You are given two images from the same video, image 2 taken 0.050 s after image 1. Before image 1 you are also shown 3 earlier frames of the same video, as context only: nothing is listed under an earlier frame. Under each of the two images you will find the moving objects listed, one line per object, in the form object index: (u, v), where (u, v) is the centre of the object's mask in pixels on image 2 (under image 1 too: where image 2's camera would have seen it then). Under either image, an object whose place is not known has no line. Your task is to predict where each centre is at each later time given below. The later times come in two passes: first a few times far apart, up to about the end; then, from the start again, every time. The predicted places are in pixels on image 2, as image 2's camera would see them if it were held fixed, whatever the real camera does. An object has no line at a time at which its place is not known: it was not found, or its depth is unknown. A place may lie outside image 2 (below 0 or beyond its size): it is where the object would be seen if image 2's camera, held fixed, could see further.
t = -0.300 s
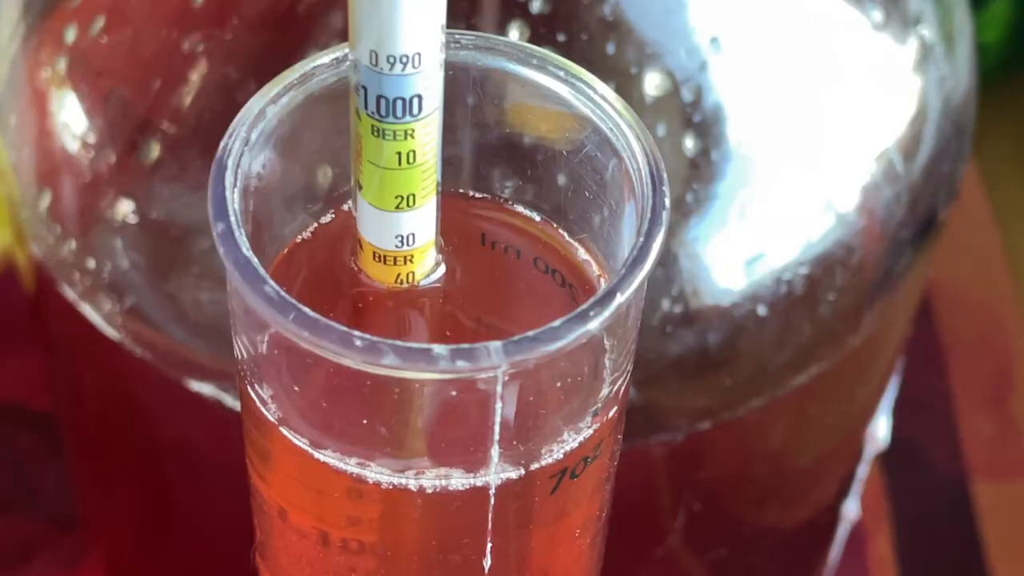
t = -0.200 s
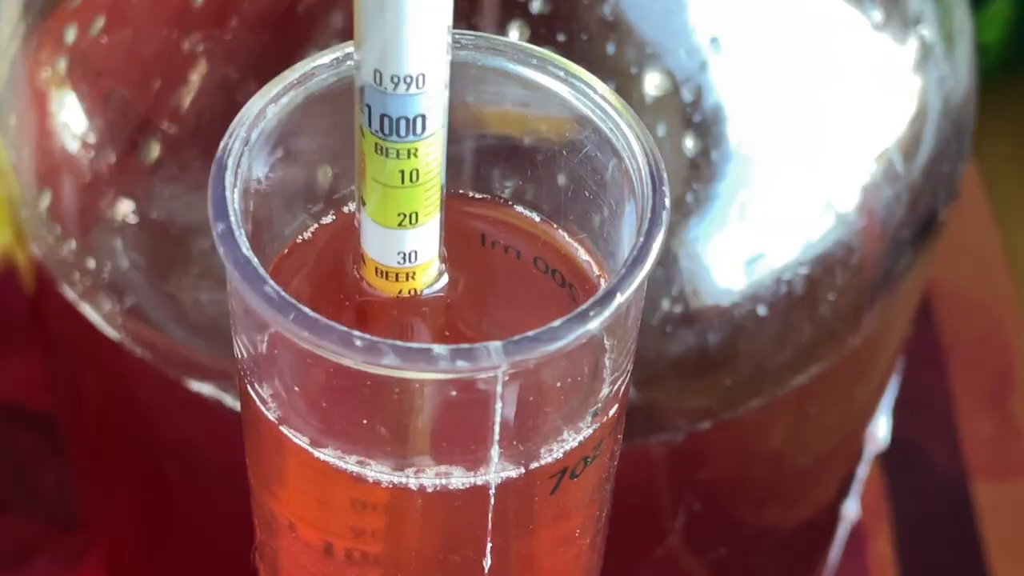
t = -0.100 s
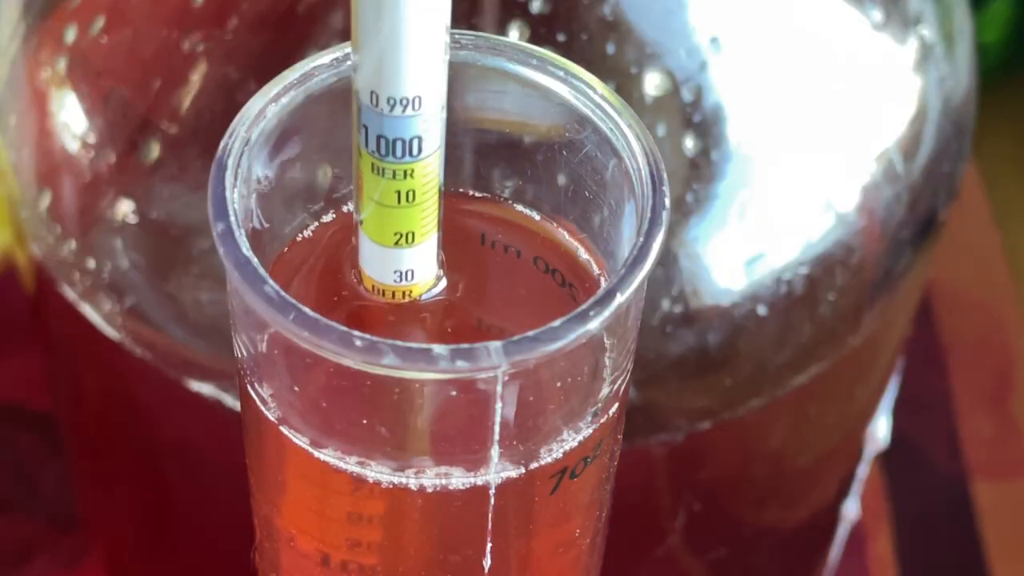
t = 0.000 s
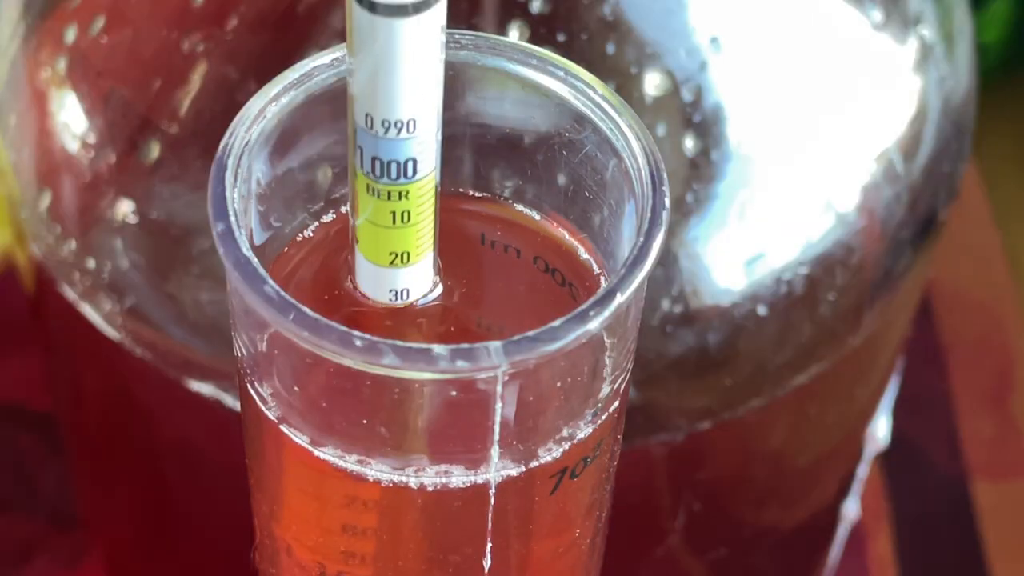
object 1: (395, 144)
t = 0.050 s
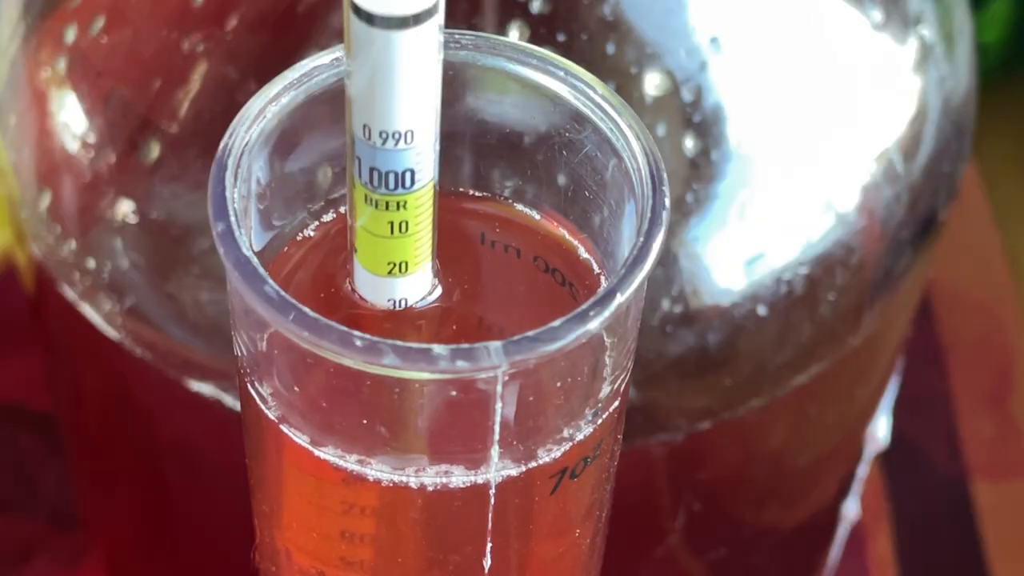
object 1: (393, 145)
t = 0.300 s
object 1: (391, 149)
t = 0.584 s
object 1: (405, 151)
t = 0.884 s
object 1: (417, 151)
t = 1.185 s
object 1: (412, 152)
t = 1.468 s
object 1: (399, 153)
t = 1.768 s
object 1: (395, 154)
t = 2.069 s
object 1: (401, 153)
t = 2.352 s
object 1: (403, 154)
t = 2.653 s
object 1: (402, 156)
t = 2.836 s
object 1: (400, 157)
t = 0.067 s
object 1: (392, 145)
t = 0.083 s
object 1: (392, 146)
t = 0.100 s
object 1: (391, 146)
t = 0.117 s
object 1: (391, 146)
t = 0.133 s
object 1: (391, 147)
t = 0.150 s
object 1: (391, 147)
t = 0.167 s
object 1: (390, 147)
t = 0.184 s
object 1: (390, 148)
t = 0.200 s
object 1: (390, 148)
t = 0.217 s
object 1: (390, 148)
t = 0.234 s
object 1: (390, 148)
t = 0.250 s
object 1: (390, 149)
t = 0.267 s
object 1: (391, 149)
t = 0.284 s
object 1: (391, 149)
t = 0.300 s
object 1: (391, 149)
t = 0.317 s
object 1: (392, 150)
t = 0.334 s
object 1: (392, 150)
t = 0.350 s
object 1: (393, 150)
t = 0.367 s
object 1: (393, 150)
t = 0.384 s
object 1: (394, 151)
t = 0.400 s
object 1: (395, 151)
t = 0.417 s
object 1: (395, 151)
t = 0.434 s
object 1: (396, 151)
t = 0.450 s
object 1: (397, 151)
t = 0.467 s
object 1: (398, 151)
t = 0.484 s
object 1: (399, 151)
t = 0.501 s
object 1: (400, 151)
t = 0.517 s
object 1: (401, 151)
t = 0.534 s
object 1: (402, 152)
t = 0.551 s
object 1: (403, 152)
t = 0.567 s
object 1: (404, 151)
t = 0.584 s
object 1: (405, 151)
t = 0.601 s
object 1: (406, 151)
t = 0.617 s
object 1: (407, 151)
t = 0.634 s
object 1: (407, 151)
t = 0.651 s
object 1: (408, 151)
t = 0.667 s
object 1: (409, 151)
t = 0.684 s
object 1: (410, 151)
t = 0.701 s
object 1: (411, 151)
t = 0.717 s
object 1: (412, 151)
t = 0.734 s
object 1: (412, 151)
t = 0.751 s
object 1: (413, 151)
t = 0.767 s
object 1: (414, 151)
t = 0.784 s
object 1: (415, 151)
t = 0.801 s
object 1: (415, 151)
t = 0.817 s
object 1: (415, 150)
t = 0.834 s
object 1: (416, 150)
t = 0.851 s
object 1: (416, 150)
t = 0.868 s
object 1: (417, 150)
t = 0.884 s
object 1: (417, 151)
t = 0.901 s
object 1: (417, 151)
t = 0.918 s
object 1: (417, 150)
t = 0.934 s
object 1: (417, 151)
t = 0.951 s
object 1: (417, 150)
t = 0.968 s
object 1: (417, 150)
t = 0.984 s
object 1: (417, 150)
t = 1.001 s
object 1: (417, 150)
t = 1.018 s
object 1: (417, 150)
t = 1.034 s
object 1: (416, 150)
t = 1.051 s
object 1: (416, 151)
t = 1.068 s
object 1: (416, 151)
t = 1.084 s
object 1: (415, 151)
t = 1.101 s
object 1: (415, 151)
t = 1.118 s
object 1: (414, 151)
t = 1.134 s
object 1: (414, 151)
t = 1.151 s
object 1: (413, 151)
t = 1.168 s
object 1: (412, 152)
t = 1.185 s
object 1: (412, 152)
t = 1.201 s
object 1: (411, 152)
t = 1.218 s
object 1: (410, 152)
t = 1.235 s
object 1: (409, 152)
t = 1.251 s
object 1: (409, 152)
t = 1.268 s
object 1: (408, 152)
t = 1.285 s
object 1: (407, 153)
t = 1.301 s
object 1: (406, 153)
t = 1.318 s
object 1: (405, 153)
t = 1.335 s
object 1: (405, 153)
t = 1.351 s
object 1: (404, 153)
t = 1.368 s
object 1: (403, 153)
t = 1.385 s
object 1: (402, 154)
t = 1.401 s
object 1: (402, 154)
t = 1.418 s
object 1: (401, 153)
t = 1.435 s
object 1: (400, 153)
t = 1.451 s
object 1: (400, 153)
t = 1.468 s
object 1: (399, 153)
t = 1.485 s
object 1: (399, 153)
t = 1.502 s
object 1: (398, 153)
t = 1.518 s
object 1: (398, 154)
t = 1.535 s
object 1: (397, 153)
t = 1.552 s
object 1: (397, 154)
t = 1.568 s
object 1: (396, 154)
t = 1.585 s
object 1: (396, 154)
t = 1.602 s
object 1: (396, 154)
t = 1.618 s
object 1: (395, 154)
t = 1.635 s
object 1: (395, 154)
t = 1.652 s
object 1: (395, 154)
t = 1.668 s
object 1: (395, 154)
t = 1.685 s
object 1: (395, 154)
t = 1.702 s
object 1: (395, 154)
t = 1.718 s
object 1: (395, 154)
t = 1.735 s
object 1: (395, 154)
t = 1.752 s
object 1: (395, 154)
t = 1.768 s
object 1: (395, 154)
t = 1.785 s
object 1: (396, 154)
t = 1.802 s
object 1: (396, 154)
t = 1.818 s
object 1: (396, 154)
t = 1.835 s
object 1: (396, 153)
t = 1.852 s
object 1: (397, 153)
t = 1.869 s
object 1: (397, 153)
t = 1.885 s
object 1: (397, 153)
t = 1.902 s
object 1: (398, 153)
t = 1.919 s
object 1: (398, 153)
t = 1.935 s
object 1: (398, 154)
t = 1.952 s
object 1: (399, 154)
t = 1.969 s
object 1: (399, 154)
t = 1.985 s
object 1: (399, 154)
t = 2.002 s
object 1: (400, 154)
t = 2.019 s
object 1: (400, 154)
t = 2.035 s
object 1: (400, 153)
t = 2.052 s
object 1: (400, 154)
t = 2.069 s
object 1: (401, 153)
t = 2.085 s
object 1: (401, 153)
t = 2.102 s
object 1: (401, 154)
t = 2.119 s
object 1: (402, 153)
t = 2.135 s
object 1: (402, 154)
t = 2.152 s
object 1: (402, 153)
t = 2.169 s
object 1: (402, 154)
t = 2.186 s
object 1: (402, 154)
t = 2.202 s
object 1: (403, 153)
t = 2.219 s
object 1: (402, 154)
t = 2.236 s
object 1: (403, 154)
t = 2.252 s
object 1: (403, 154)
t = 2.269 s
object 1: (403, 154)
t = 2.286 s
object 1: (403, 153)
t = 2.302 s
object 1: (403, 154)
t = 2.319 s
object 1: (403, 154)
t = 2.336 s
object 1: (403, 154)
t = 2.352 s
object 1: (403, 154)
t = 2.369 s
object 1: (403, 154)
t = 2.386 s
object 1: (403, 154)
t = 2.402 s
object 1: (403, 154)
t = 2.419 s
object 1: (403, 155)
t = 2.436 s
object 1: (403, 155)
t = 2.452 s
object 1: (403, 155)
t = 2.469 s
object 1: (403, 155)
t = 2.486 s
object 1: (403, 155)
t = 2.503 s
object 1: (403, 155)
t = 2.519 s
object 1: (403, 155)
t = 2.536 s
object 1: (403, 155)
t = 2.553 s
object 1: (402, 156)
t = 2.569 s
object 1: (402, 156)
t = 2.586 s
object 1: (402, 156)
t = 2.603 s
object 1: (402, 156)
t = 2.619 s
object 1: (402, 156)
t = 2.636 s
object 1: (402, 156)
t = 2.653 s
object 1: (402, 156)
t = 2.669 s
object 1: (401, 156)
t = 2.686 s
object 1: (401, 156)
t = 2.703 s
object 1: (401, 156)
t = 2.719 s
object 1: (401, 156)
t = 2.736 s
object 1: (401, 156)
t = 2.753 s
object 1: (401, 156)
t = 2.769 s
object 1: (401, 156)
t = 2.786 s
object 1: (401, 156)
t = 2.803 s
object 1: (400, 156)
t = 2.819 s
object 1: (400, 156)
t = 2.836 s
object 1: (400, 157)
